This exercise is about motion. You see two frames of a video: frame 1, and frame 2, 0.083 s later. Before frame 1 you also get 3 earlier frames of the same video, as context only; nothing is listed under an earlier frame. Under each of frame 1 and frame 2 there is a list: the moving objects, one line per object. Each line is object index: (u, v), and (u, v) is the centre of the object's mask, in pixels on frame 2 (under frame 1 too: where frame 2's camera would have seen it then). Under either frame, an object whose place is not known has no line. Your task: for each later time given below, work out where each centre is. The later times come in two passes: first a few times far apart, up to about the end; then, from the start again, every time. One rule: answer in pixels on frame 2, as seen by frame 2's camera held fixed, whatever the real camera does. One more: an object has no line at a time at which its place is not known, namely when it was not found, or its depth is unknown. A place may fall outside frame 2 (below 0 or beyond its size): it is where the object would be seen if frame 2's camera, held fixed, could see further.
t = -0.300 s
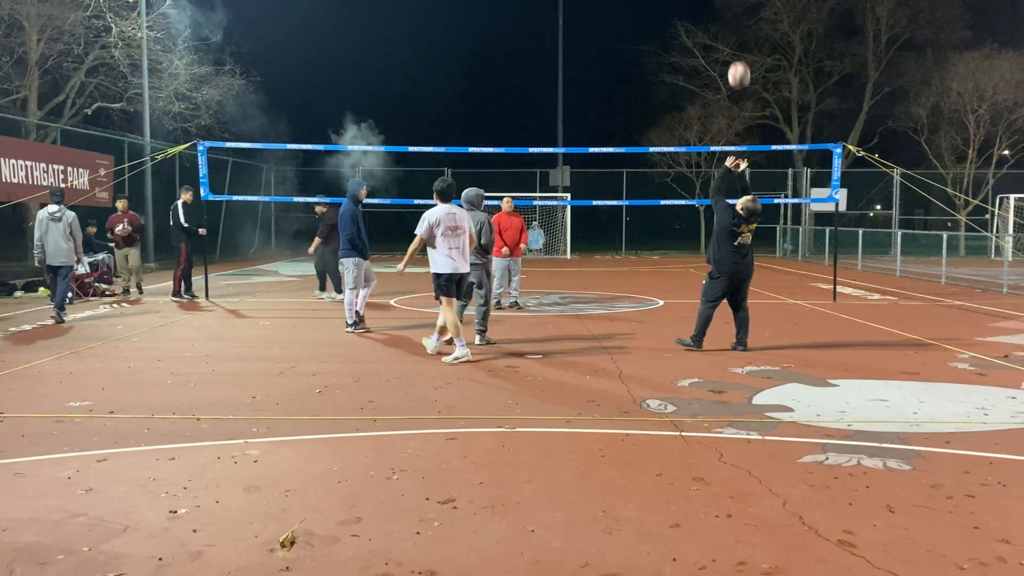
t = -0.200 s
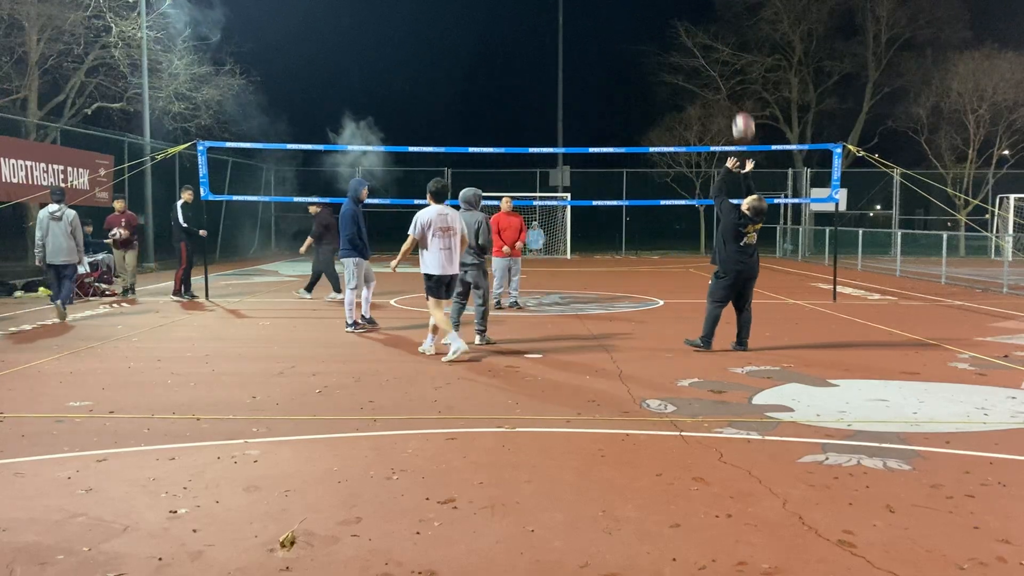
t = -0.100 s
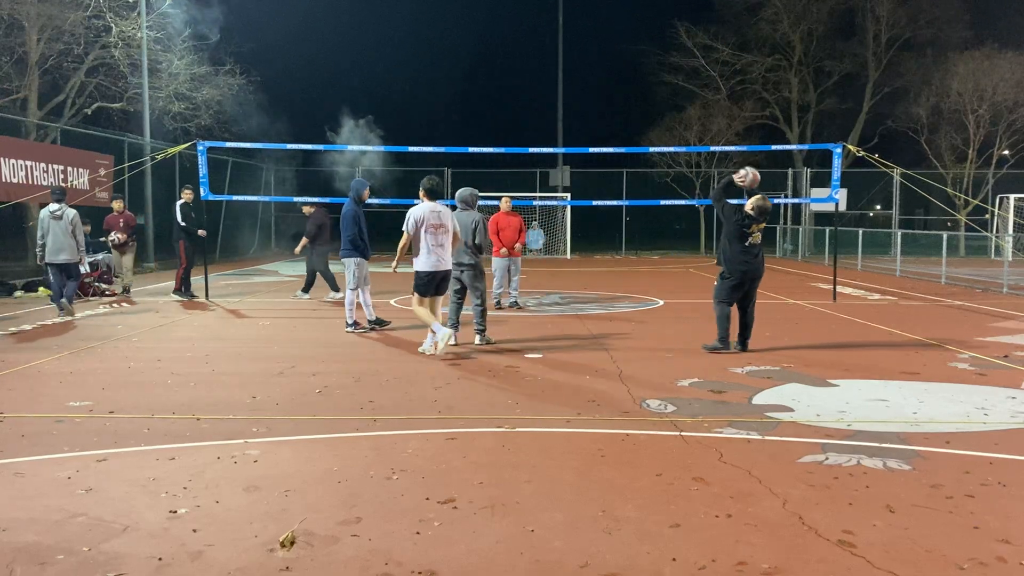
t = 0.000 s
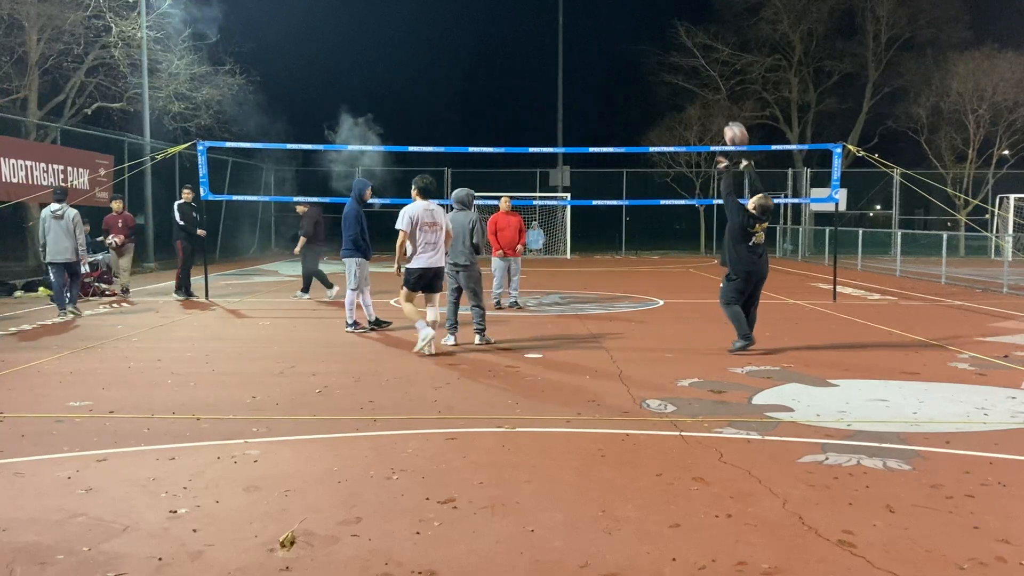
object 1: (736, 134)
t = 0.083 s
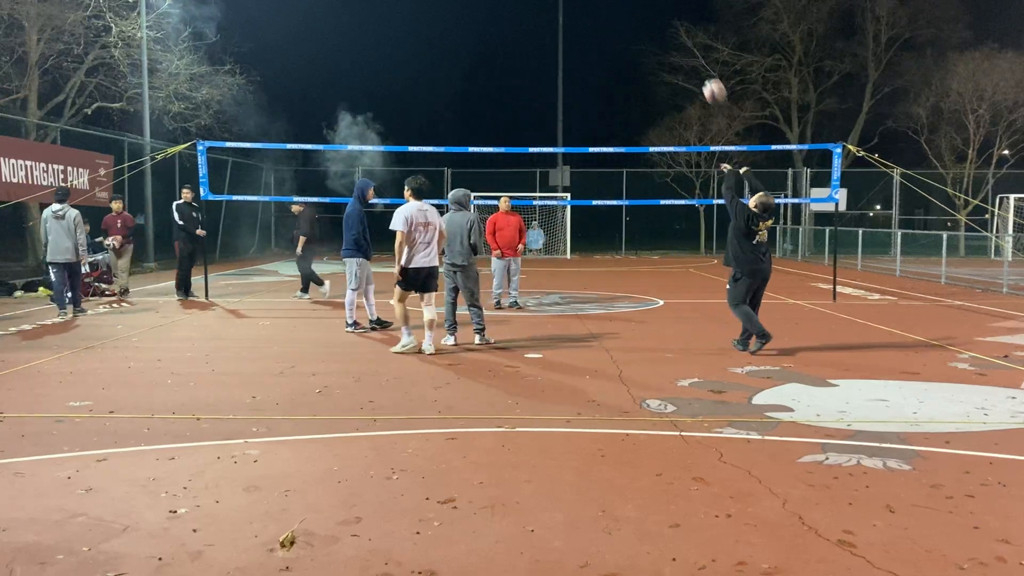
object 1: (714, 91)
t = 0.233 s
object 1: (680, 36)
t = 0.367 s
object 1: (653, 9)
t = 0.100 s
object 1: (710, 84)
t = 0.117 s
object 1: (706, 77)
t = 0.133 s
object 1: (702, 70)
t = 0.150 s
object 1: (698, 63)
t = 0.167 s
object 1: (695, 56)
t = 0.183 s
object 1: (691, 51)
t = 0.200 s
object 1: (687, 45)
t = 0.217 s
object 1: (684, 40)
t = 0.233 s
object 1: (680, 36)
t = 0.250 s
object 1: (677, 31)
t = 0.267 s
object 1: (674, 27)
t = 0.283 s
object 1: (670, 23)
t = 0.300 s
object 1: (667, 20)
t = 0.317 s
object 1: (663, 16)
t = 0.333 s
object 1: (660, 13)
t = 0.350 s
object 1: (656, 11)
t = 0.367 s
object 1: (653, 9)
